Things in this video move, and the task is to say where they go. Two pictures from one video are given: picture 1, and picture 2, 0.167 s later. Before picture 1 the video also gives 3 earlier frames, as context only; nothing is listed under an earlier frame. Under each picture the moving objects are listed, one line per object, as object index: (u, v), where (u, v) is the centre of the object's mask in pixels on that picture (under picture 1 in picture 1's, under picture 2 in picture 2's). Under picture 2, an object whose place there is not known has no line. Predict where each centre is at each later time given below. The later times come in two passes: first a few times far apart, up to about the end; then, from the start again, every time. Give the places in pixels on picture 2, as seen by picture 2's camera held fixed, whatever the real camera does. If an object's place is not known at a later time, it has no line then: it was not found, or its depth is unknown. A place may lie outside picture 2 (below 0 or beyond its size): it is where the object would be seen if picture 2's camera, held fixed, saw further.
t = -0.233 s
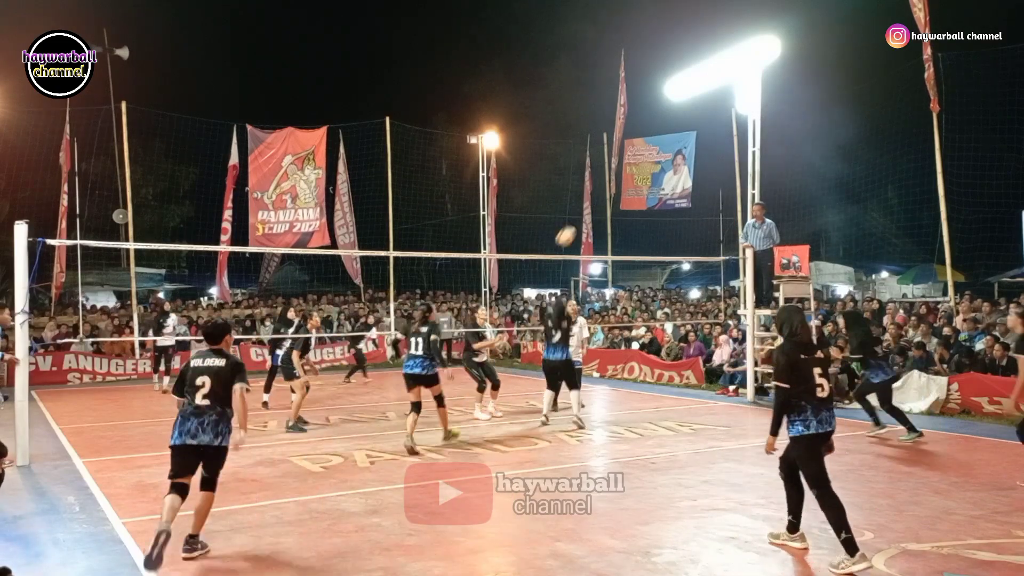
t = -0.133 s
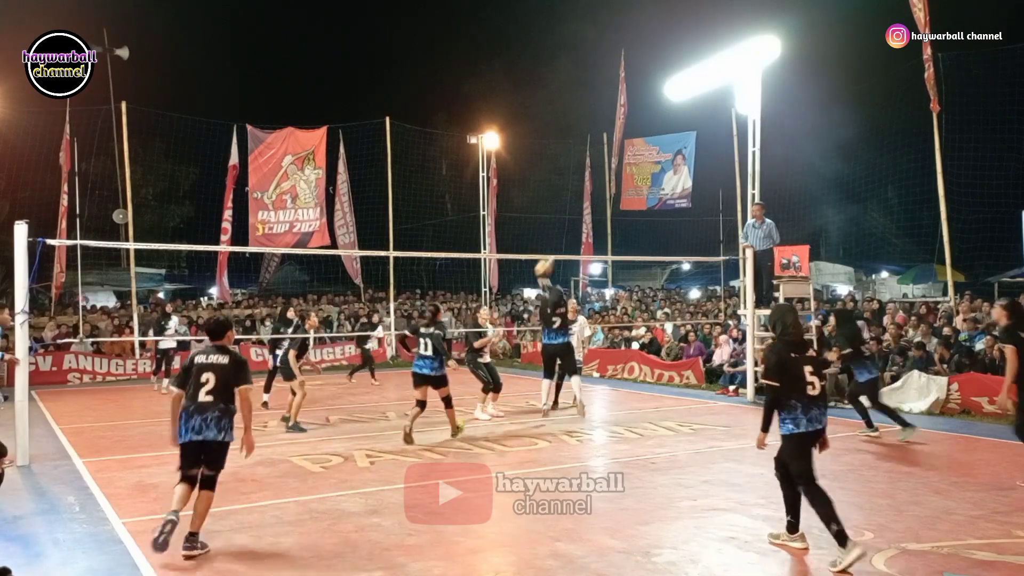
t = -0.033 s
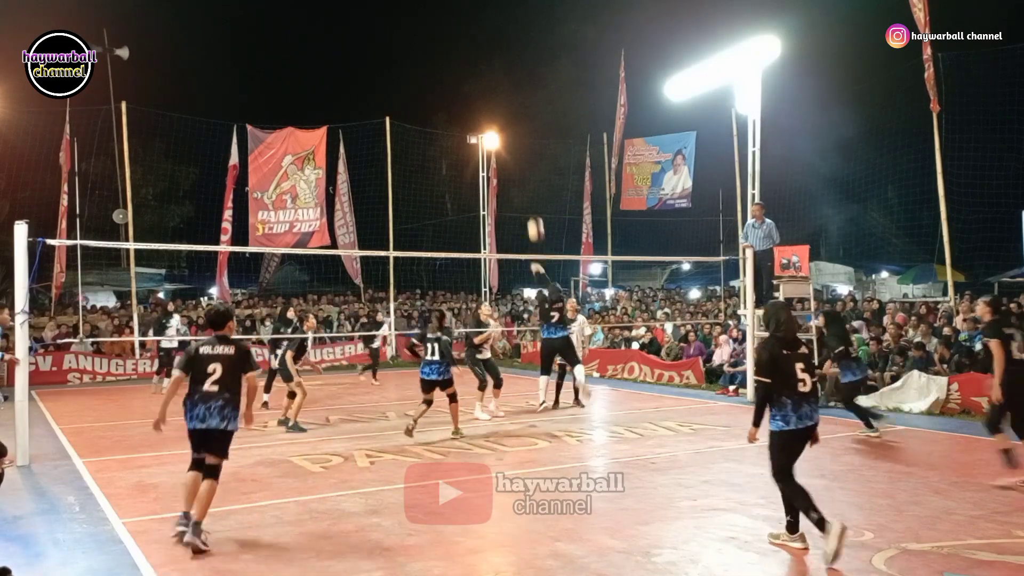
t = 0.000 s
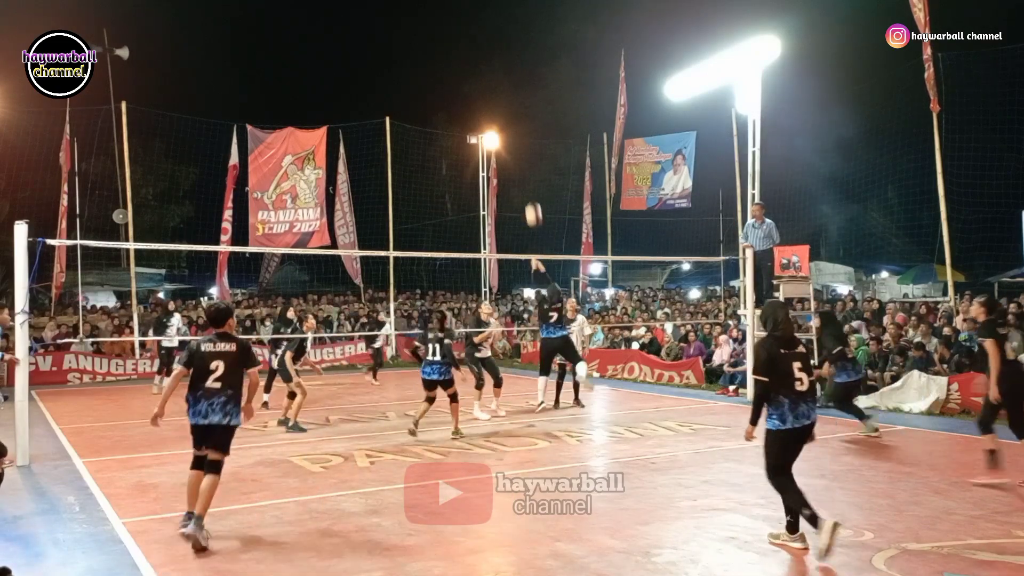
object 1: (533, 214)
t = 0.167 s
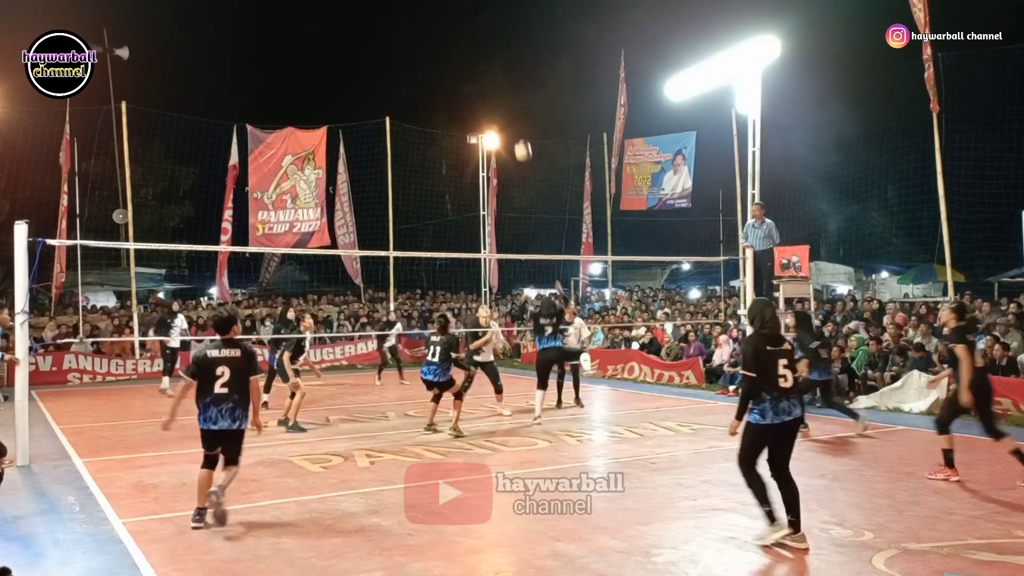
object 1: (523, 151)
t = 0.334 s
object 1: (513, 107)
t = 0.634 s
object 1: (495, 79)
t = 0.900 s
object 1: (479, 110)
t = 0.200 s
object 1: (521, 140)
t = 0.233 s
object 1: (519, 130)
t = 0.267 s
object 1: (517, 122)
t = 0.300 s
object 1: (515, 114)
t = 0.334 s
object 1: (513, 107)
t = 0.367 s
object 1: (510, 100)
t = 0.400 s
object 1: (509, 95)
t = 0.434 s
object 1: (507, 90)
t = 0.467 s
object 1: (505, 86)
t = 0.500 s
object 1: (503, 83)
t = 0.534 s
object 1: (501, 81)
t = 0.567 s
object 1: (499, 80)
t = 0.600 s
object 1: (497, 79)
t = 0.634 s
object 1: (495, 79)
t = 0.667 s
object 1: (493, 80)
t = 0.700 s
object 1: (491, 82)
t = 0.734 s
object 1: (489, 84)
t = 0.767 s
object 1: (487, 88)
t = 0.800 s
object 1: (485, 92)
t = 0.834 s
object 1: (483, 97)
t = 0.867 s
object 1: (481, 103)
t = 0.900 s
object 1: (479, 110)
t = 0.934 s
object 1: (477, 118)
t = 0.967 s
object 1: (476, 125)
